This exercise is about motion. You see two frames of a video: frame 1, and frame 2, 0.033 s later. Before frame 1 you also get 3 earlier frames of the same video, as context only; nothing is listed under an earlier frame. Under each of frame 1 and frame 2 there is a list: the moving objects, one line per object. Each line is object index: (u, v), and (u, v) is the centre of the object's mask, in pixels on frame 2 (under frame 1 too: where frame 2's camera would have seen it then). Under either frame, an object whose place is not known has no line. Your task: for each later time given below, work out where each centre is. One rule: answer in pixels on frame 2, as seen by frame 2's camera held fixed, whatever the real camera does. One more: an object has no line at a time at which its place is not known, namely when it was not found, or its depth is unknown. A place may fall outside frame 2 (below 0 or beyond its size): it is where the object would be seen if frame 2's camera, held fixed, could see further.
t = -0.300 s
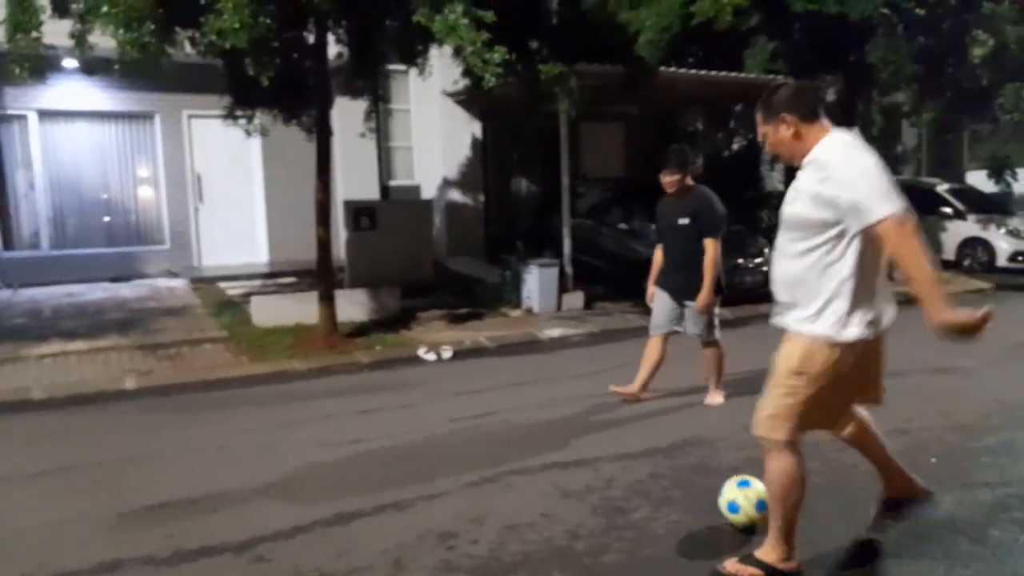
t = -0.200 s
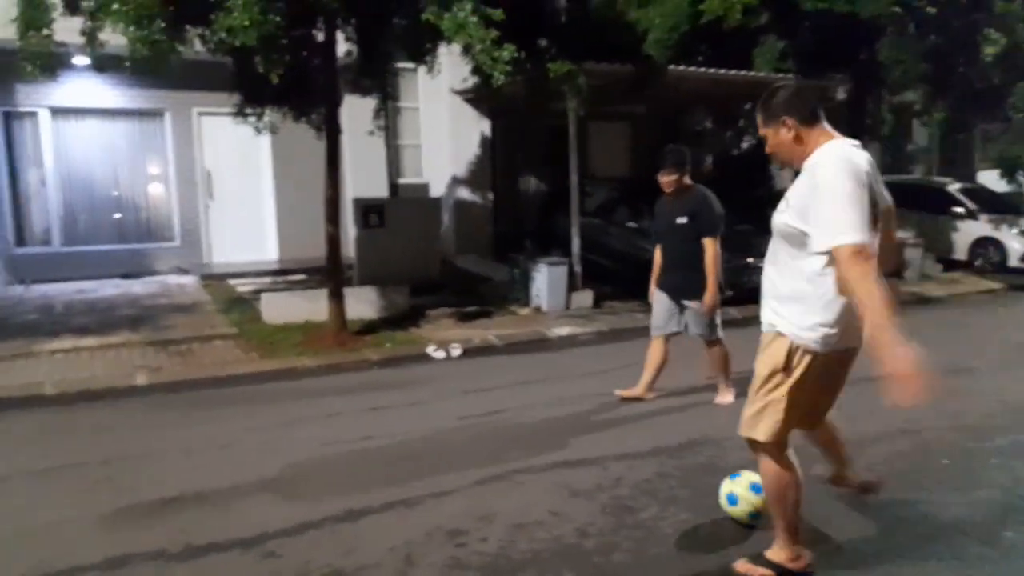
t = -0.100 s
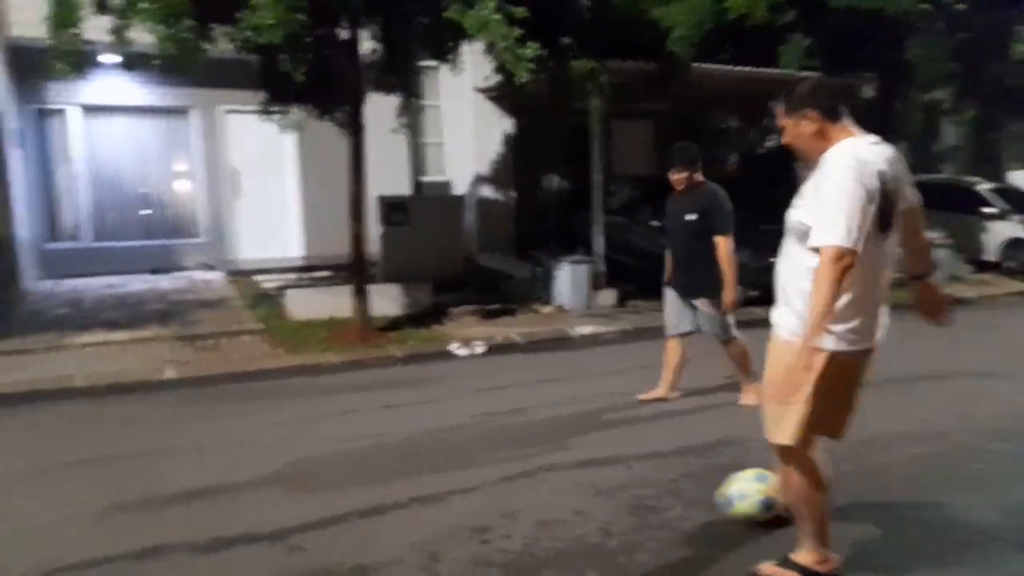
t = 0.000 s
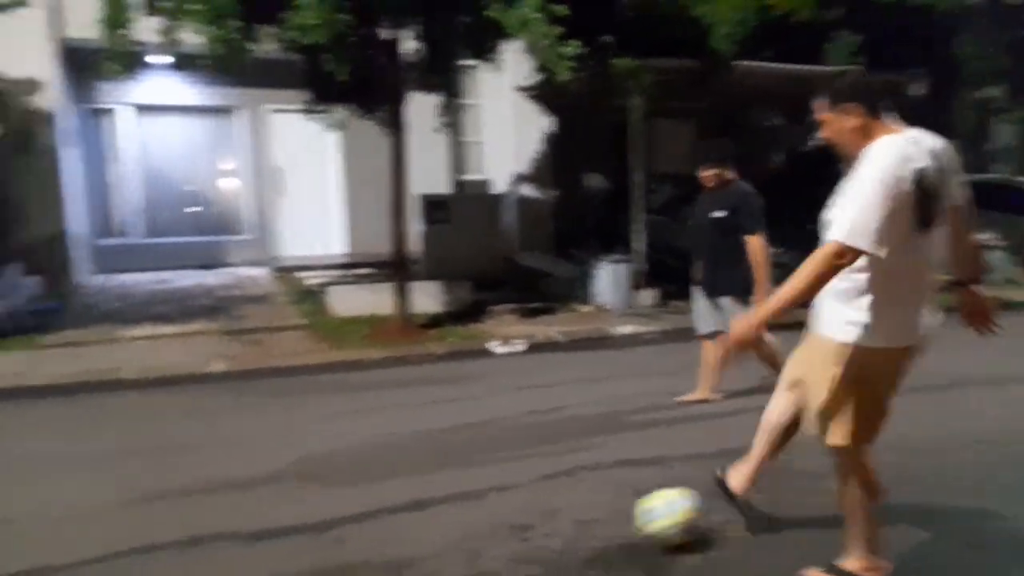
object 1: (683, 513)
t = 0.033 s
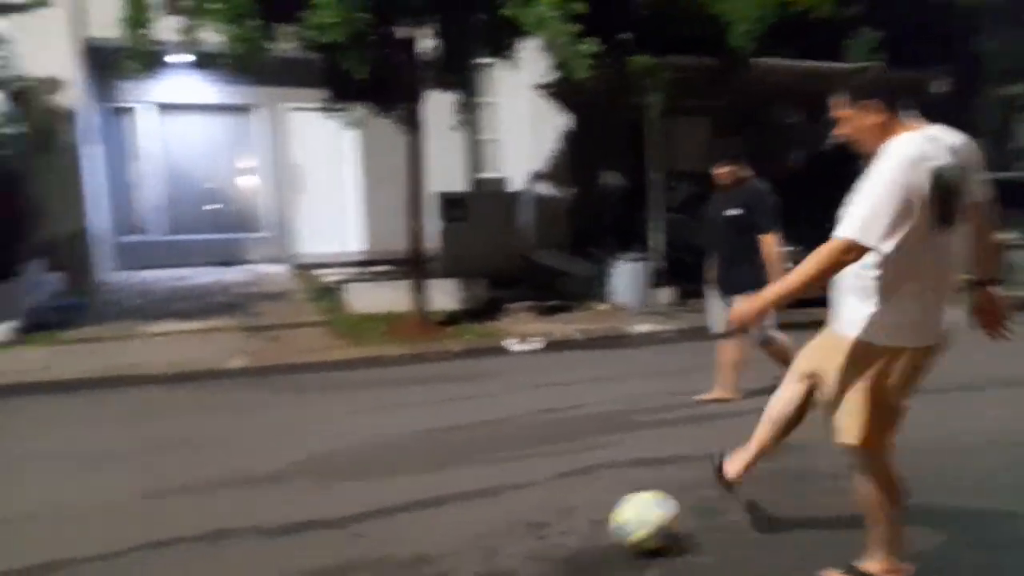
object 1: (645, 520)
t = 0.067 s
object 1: (603, 526)
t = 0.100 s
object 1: (563, 531)
